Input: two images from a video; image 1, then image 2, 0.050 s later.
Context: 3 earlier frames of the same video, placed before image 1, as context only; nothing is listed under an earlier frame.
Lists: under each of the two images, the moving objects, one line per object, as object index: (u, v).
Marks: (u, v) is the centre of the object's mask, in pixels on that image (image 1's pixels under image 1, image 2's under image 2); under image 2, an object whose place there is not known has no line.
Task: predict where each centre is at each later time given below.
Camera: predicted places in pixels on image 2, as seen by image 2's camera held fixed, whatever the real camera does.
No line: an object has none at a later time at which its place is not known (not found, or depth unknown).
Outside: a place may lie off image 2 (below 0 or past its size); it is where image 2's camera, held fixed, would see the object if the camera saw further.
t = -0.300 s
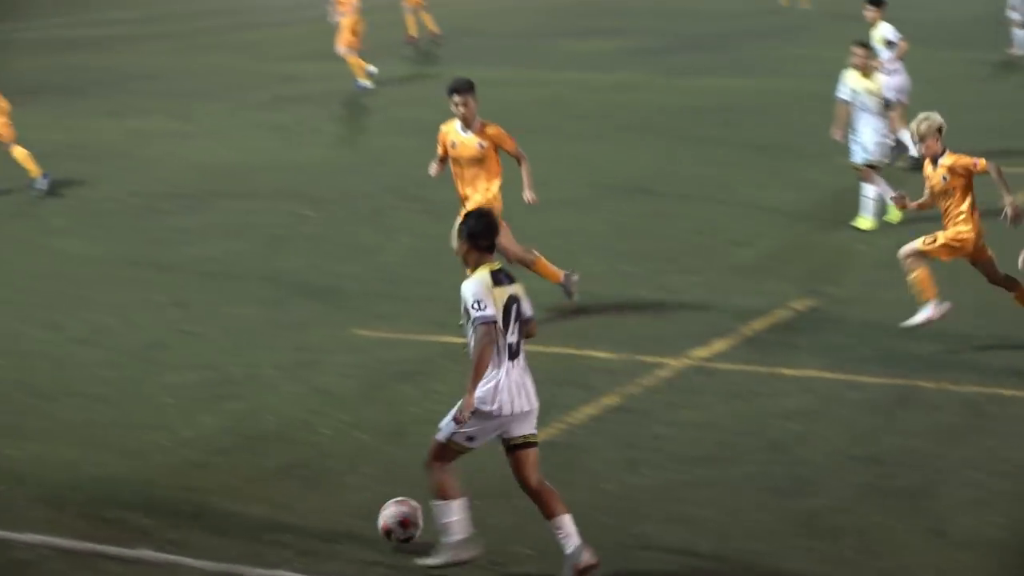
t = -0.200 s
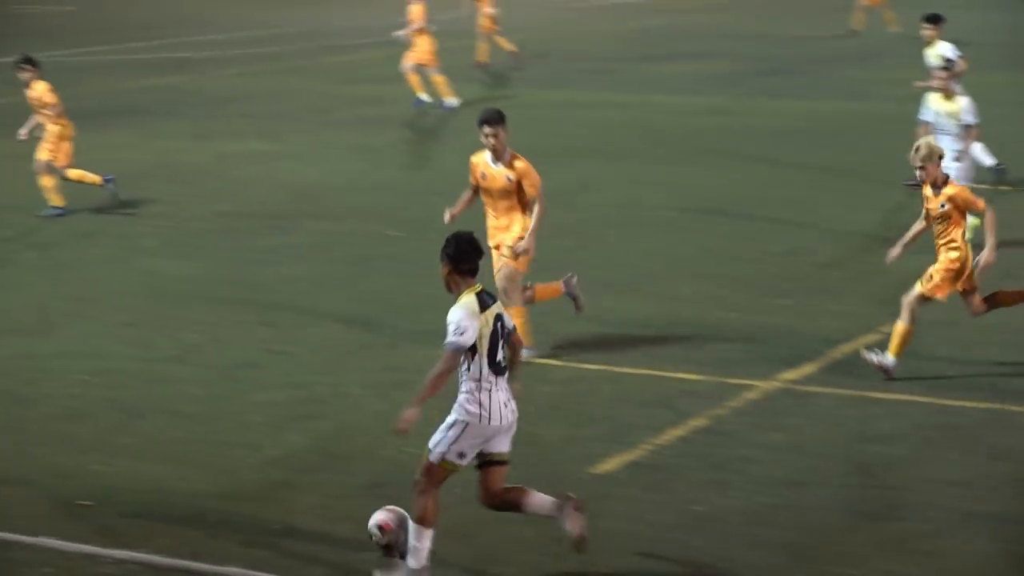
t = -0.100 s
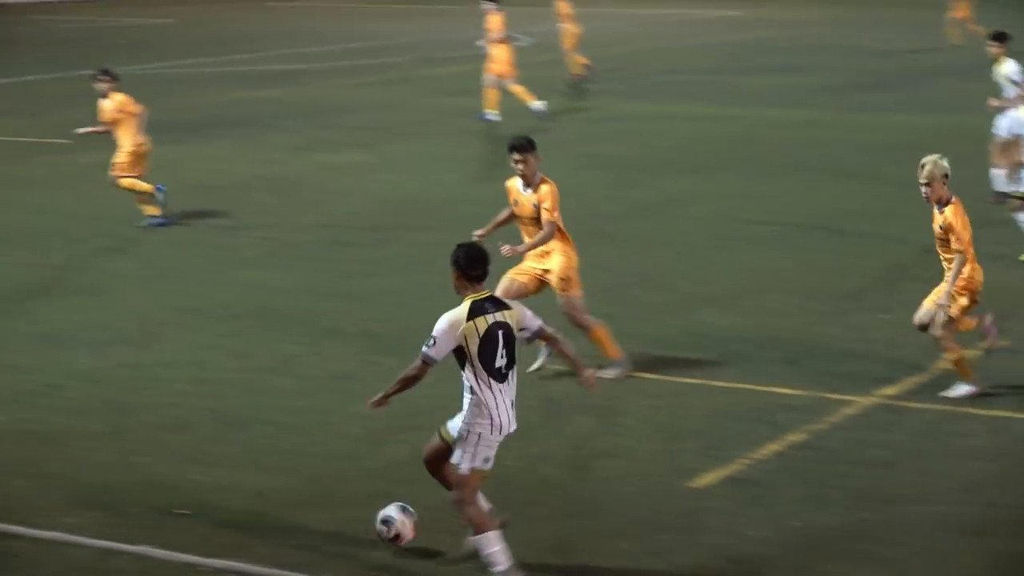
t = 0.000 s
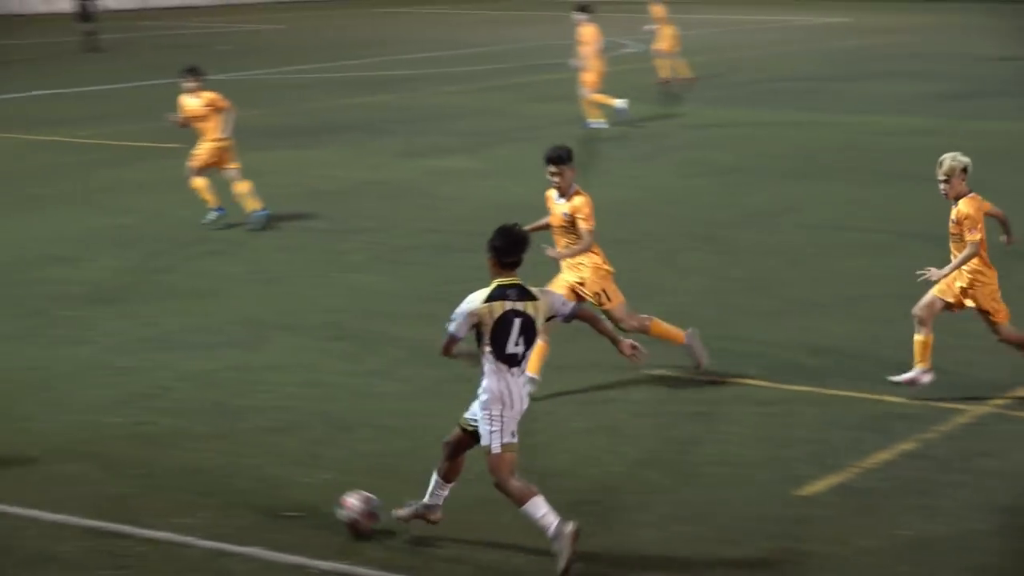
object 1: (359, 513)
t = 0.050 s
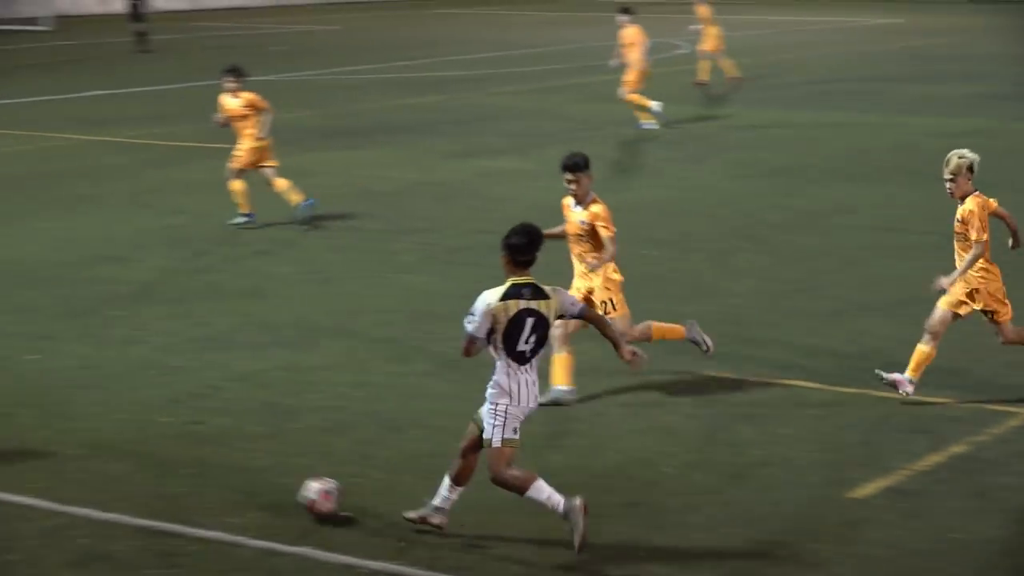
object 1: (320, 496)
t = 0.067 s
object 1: (293, 493)
